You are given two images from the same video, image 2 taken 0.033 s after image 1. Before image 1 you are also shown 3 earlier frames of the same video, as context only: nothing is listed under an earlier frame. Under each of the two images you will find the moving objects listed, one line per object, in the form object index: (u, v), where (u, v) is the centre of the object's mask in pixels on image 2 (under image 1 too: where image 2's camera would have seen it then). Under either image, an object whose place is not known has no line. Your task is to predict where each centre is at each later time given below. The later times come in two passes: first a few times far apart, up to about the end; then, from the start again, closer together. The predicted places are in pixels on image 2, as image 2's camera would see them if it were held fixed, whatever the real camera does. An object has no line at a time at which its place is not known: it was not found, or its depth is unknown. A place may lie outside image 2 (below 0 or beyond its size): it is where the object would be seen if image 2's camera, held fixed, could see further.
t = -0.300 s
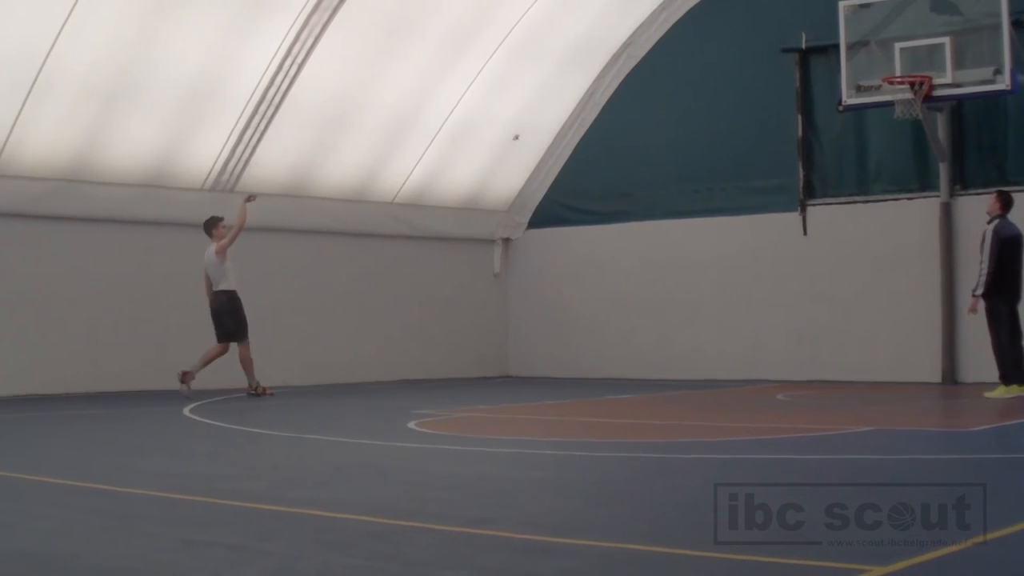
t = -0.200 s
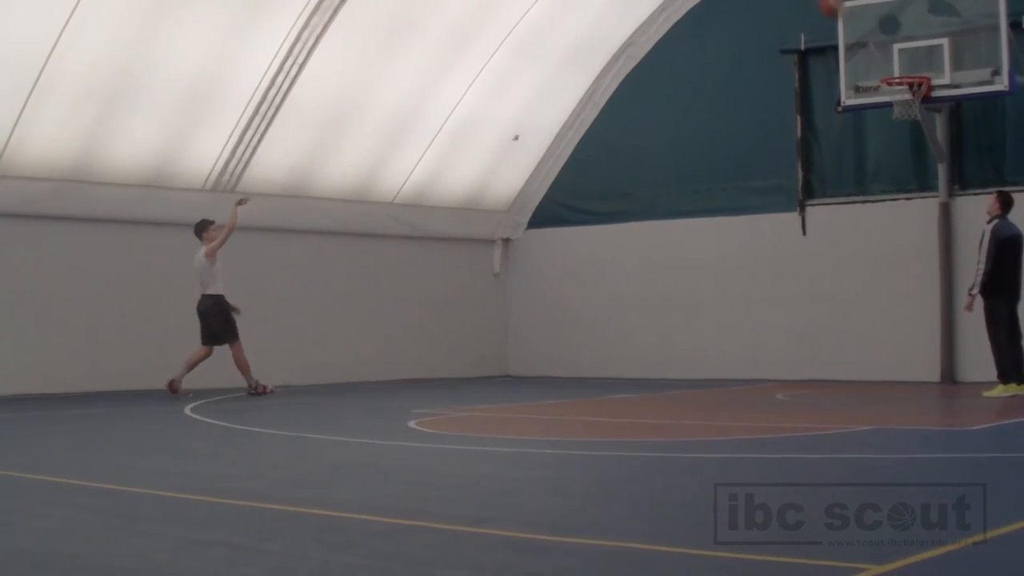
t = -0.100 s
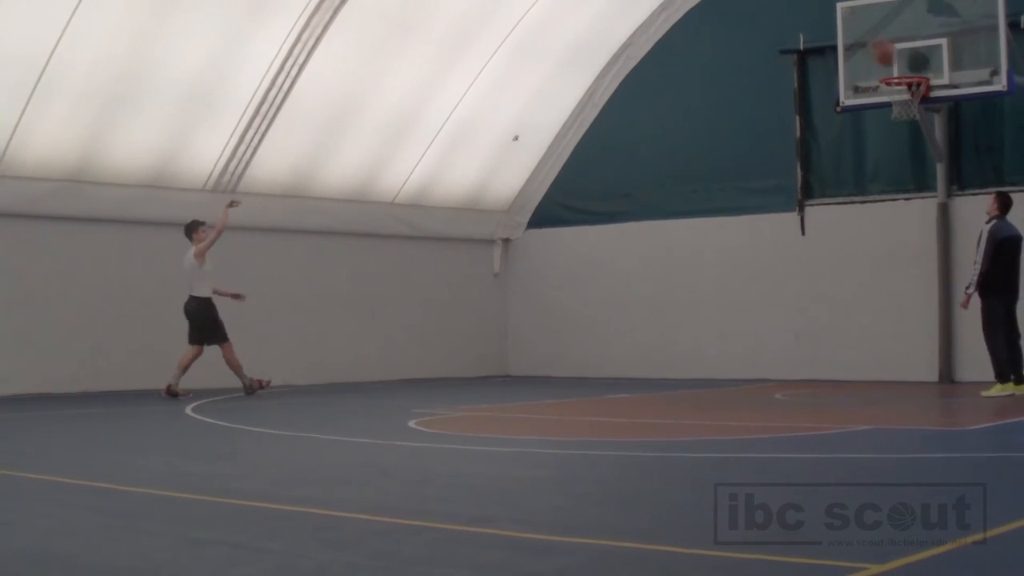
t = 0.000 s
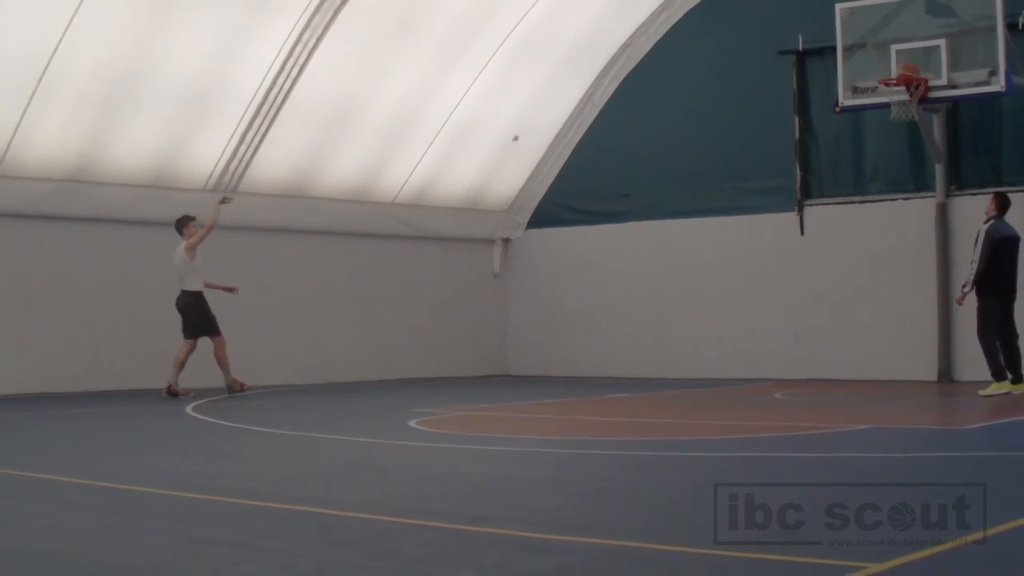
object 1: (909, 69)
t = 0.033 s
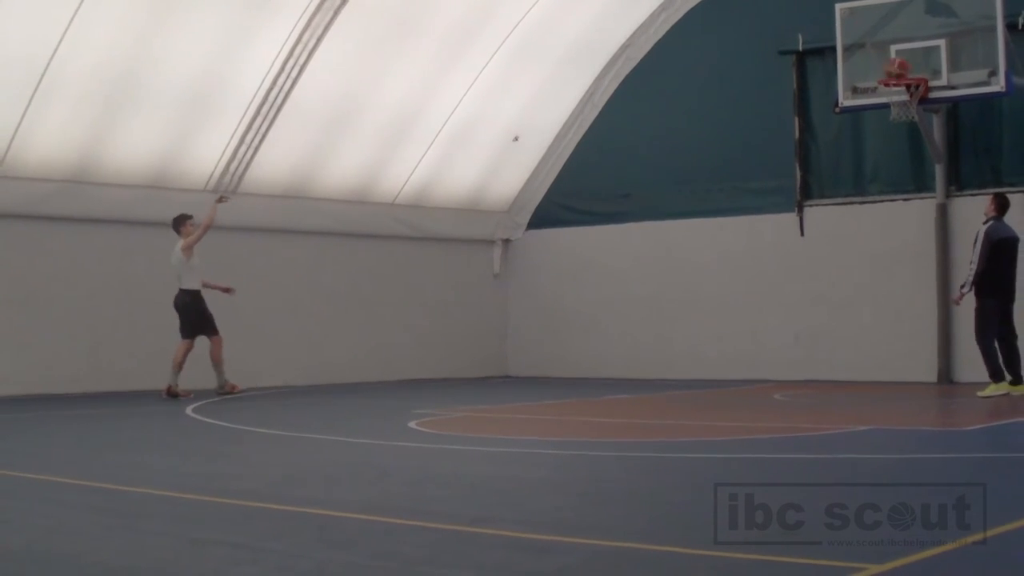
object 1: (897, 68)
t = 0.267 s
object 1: (826, 59)
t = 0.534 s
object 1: (750, 115)
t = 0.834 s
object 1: (670, 257)
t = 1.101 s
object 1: (612, 336)
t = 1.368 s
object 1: (575, 237)
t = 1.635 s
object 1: (539, 201)
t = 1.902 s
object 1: (505, 232)
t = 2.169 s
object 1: (471, 329)
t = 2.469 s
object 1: (434, 311)
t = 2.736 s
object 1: (399, 272)
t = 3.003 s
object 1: (365, 295)
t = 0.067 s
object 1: (884, 65)
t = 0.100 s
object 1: (875, 62)
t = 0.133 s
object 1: (866, 59)
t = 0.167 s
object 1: (855, 58)
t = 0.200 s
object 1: (844, 58)
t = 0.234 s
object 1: (835, 58)
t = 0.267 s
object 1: (826, 59)
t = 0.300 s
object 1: (815, 63)
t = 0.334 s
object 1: (805, 66)
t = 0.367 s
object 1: (796, 73)
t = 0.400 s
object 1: (787, 79)
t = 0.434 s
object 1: (778, 87)
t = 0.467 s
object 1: (769, 95)
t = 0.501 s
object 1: (759, 104)
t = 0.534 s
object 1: (750, 115)
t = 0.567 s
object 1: (742, 127)
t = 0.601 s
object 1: (732, 140)
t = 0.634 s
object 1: (722, 153)
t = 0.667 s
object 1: (713, 168)
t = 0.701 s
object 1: (705, 184)
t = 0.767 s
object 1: (688, 218)
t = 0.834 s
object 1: (670, 257)
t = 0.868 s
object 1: (662, 278)
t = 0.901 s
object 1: (654, 301)
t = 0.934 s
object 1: (644, 324)
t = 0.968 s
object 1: (636, 348)
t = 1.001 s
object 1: (628, 375)
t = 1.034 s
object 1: (622, 373)
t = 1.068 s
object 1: (617, 354)
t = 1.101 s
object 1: (612, 336)
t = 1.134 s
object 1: (607, 321)
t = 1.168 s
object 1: (603, 306)
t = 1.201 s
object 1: (598, 292)
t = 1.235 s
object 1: (593, 278)
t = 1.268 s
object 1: (589, 267)
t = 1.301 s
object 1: (584, 255)
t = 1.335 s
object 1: (580, 246)
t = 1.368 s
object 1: (575, 237)
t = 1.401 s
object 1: (570, 228)
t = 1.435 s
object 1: (565, 221)
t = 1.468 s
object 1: (562, 215)
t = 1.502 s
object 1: (558, 211)
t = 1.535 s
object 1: (552, 206)
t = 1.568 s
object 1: (549, 204)
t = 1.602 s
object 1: (544, 203)
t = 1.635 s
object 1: (539, 201)
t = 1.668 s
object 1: (535, 202)
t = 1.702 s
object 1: (531, 204)
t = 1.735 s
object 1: (527, 206)
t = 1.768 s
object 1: (524, 209)
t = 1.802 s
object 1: (518, 213)
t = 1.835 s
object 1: (513, 218)
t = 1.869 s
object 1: (509, 225)
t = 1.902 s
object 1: (505, 232)
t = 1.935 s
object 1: (501, 240)
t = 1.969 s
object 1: (496, 249)
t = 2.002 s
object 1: (492, 260)
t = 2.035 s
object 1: (488, 274)
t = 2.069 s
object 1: (485, 285)
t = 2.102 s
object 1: (481, 299)
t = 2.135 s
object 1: (476, 313)
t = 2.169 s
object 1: (471, 329)
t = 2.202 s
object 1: (468, 346)
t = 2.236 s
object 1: (465, 364)
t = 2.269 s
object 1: (461, 380)
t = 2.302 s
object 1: (456, 369)
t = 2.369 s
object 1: (447, 342)
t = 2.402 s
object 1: (443, 331)
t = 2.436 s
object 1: (438, 321)
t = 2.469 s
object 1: (434, 311)
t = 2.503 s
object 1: (429, 302)
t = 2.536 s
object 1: (425, 295)
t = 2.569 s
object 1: (420, 289)
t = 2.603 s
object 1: (416, 284)
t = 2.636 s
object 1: (411, 280)
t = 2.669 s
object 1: (407, 275)
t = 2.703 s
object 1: (403, 273)
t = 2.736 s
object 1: (399, 272)
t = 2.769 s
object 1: (395, 271)
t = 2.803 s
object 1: (390, 271)
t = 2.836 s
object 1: (387, 273)
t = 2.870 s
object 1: (382, 276)
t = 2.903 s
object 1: (378, 279)
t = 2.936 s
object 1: (374, 283)
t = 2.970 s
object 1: (370, 289)
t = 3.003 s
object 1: (365, 295)
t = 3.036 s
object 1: (362, 302)
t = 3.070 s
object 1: (357, 311)
